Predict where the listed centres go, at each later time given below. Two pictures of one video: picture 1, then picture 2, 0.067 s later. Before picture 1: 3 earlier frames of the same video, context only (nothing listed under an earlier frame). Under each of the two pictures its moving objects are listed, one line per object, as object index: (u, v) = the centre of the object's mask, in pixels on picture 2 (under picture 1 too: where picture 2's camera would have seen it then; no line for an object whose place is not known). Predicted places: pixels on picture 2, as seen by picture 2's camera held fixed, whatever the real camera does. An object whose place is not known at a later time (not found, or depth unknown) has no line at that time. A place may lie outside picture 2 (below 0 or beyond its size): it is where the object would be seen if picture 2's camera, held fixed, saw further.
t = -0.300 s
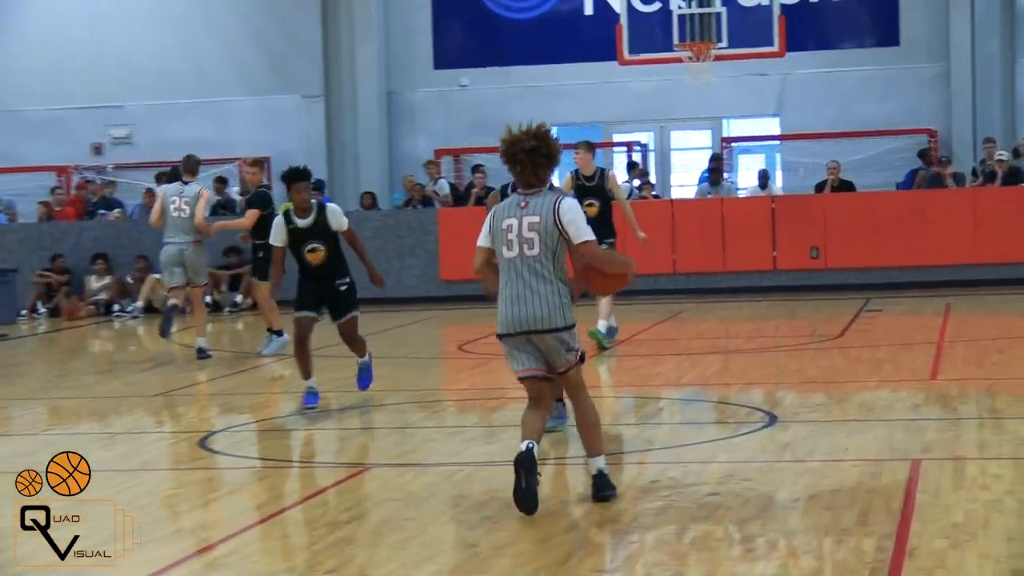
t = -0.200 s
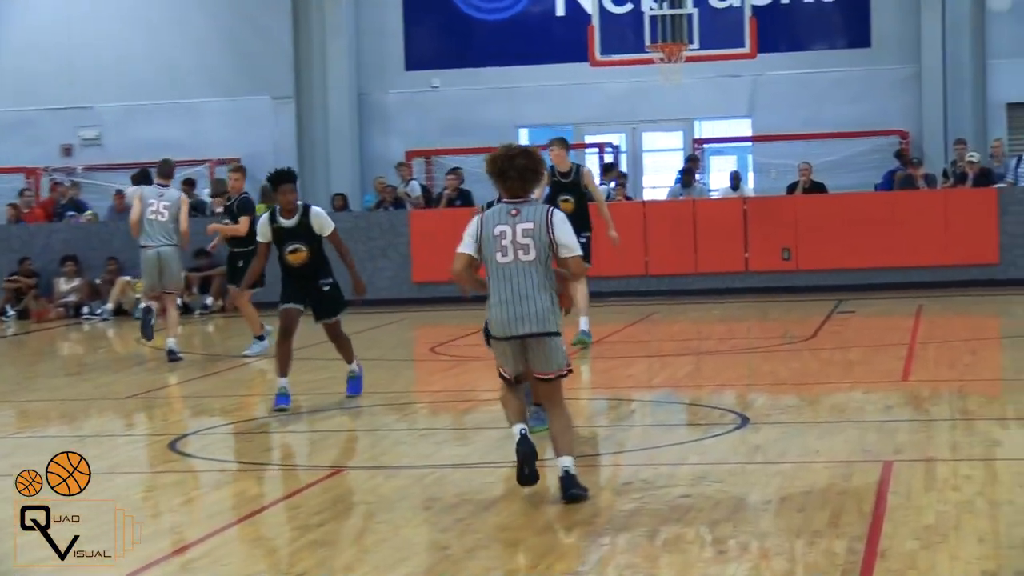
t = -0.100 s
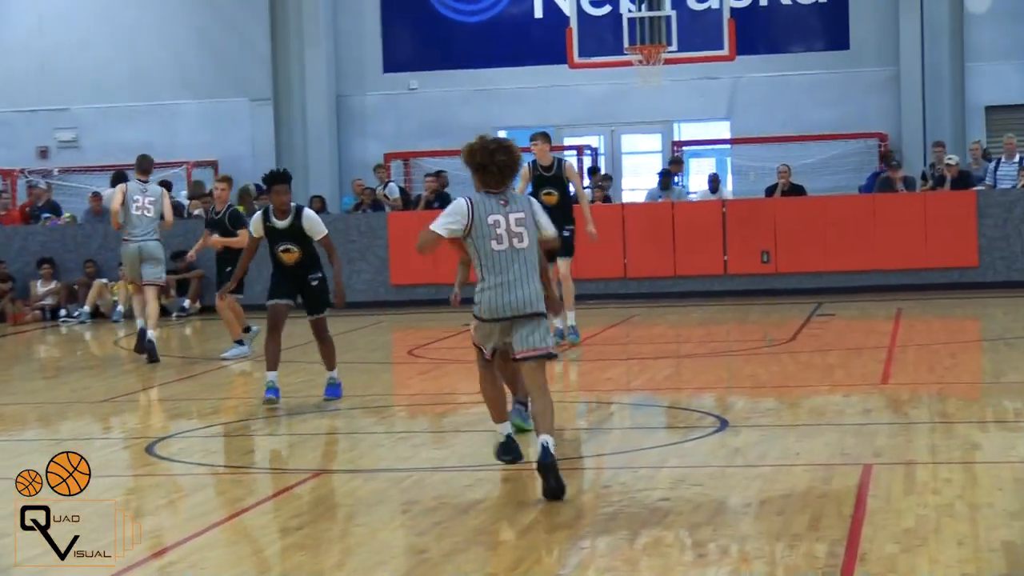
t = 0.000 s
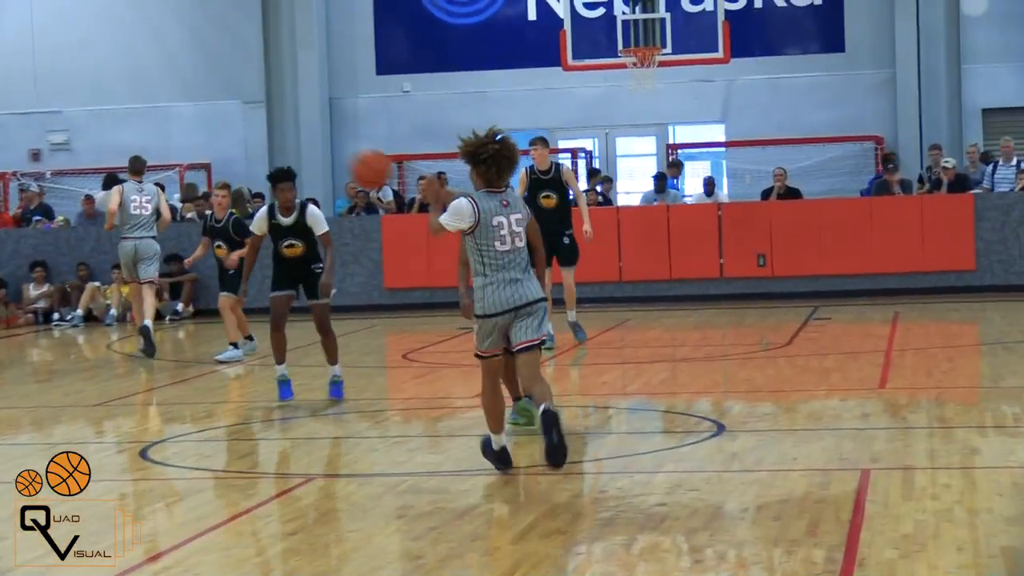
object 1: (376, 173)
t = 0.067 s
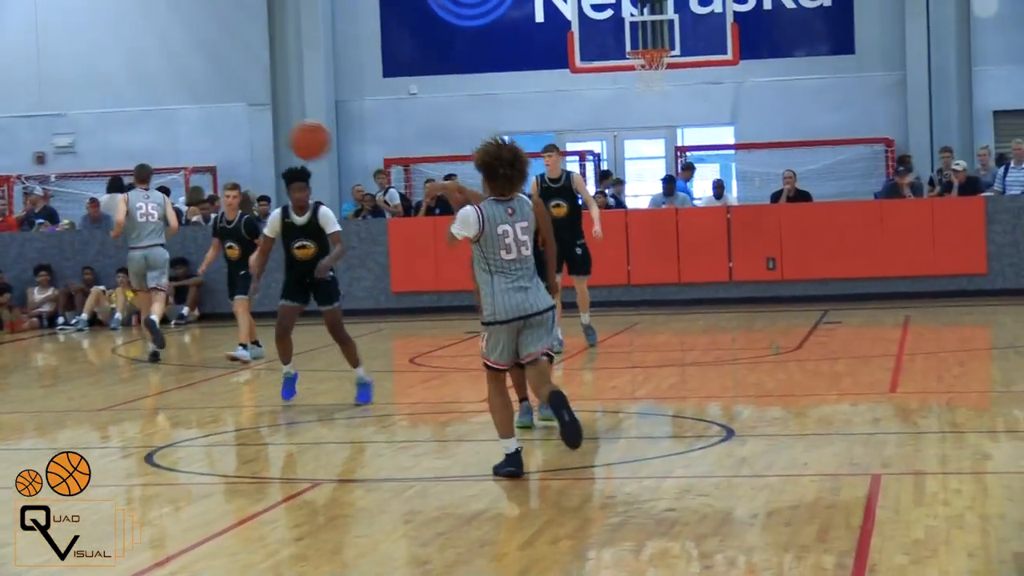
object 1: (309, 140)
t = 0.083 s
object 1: (294, 134)
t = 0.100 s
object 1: (280, 129)
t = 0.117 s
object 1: (265, 124)
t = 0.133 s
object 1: (250, 119)
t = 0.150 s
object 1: (236, 114)
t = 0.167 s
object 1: (222, 108)
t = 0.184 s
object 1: (209, 102)
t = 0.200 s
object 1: (195, 95)
